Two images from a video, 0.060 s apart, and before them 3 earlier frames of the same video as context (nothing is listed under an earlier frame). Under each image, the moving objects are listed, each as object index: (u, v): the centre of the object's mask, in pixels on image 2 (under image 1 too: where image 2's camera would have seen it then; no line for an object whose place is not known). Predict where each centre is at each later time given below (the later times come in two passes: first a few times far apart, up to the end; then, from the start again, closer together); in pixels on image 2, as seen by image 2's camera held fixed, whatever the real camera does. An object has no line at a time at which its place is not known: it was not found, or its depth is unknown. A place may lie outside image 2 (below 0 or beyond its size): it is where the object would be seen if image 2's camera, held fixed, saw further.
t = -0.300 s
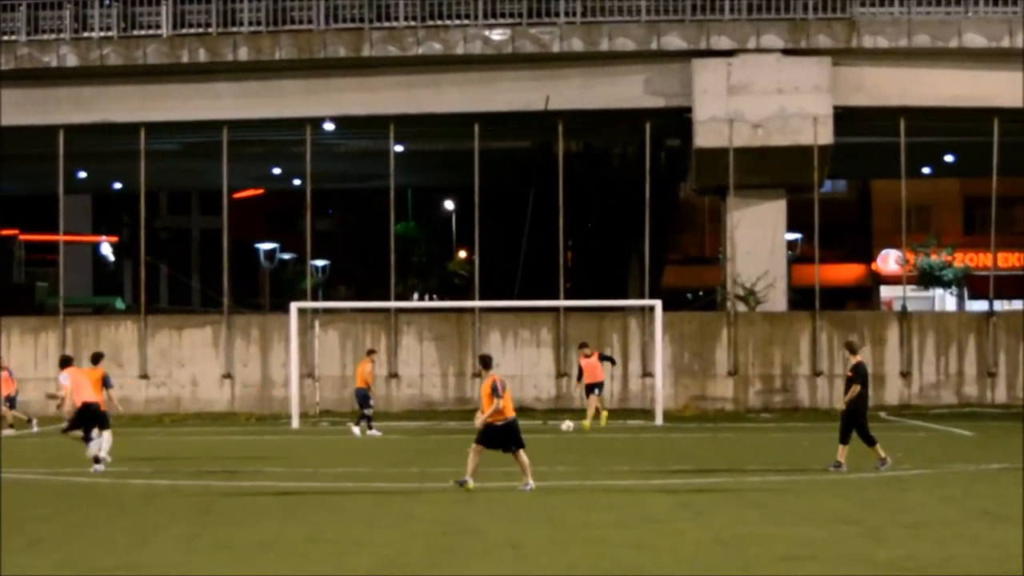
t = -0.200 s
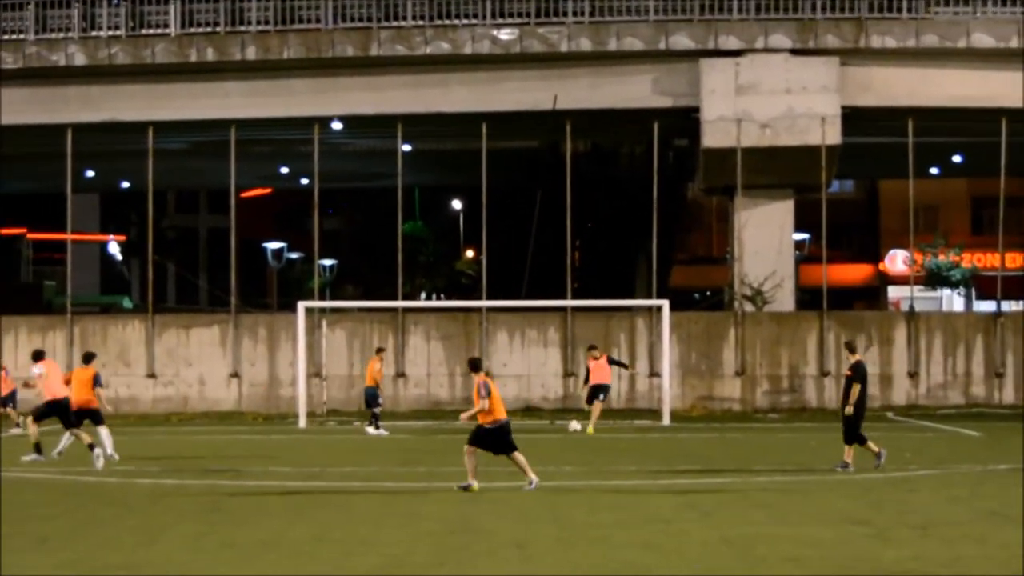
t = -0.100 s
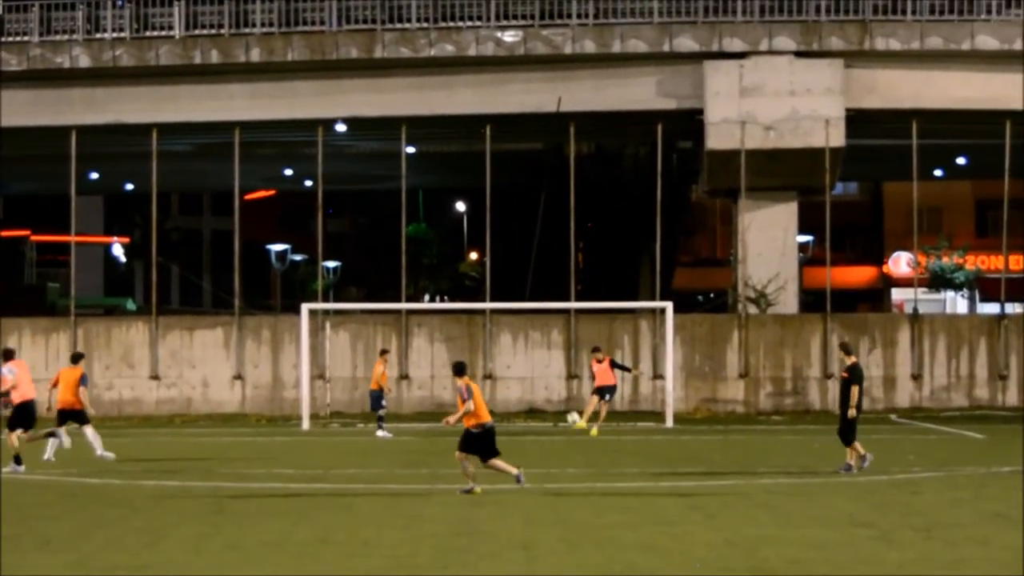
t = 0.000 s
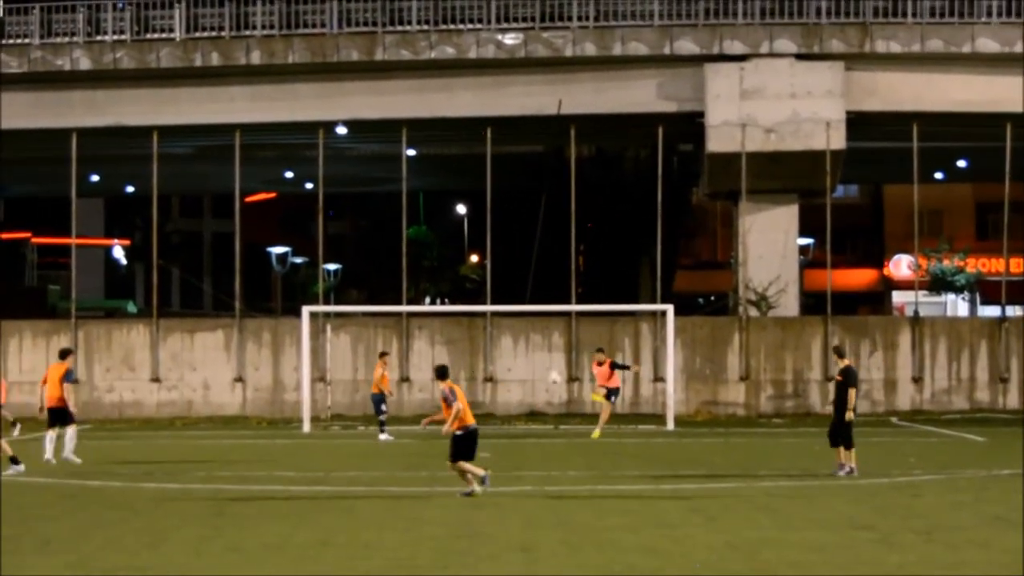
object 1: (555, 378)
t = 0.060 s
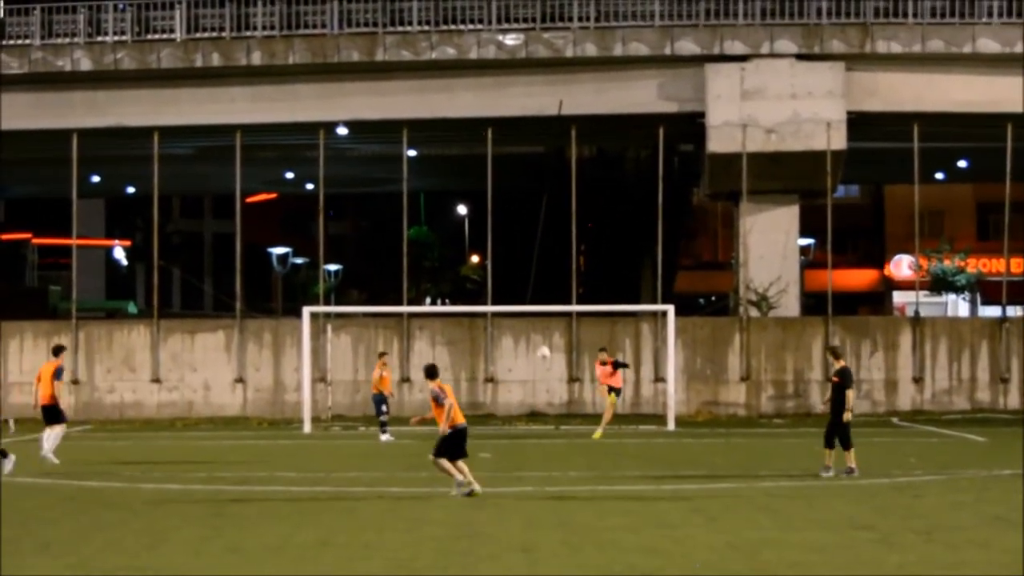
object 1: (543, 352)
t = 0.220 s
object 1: (512, 287)
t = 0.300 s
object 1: (496, 255)
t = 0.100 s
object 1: (536, 336)
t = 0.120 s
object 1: (531, 327)
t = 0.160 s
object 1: (524, 311)
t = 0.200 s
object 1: (516, 295)
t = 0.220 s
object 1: (512, 287)
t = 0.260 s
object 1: (505, 271)
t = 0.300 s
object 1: (496, 255)
